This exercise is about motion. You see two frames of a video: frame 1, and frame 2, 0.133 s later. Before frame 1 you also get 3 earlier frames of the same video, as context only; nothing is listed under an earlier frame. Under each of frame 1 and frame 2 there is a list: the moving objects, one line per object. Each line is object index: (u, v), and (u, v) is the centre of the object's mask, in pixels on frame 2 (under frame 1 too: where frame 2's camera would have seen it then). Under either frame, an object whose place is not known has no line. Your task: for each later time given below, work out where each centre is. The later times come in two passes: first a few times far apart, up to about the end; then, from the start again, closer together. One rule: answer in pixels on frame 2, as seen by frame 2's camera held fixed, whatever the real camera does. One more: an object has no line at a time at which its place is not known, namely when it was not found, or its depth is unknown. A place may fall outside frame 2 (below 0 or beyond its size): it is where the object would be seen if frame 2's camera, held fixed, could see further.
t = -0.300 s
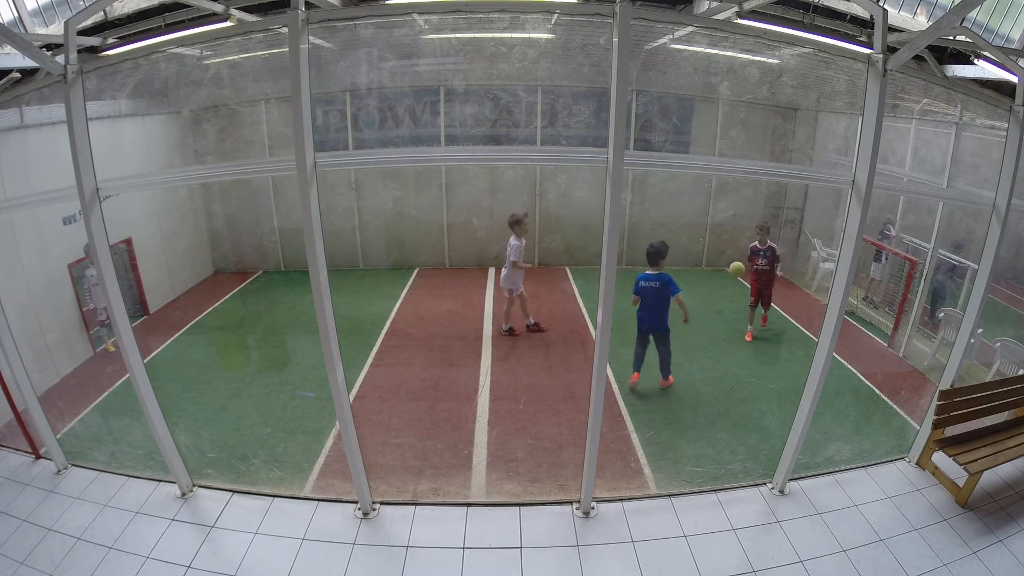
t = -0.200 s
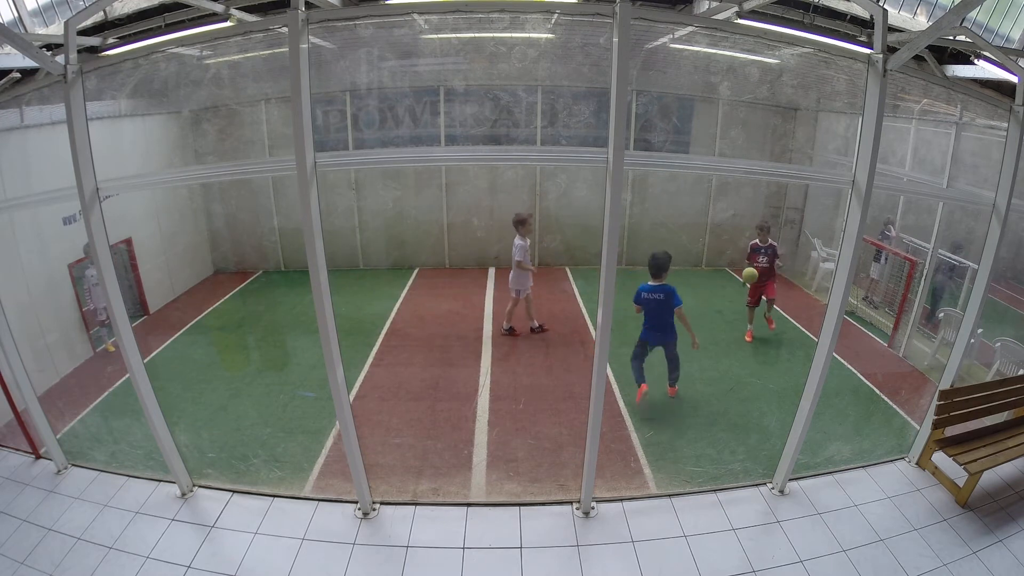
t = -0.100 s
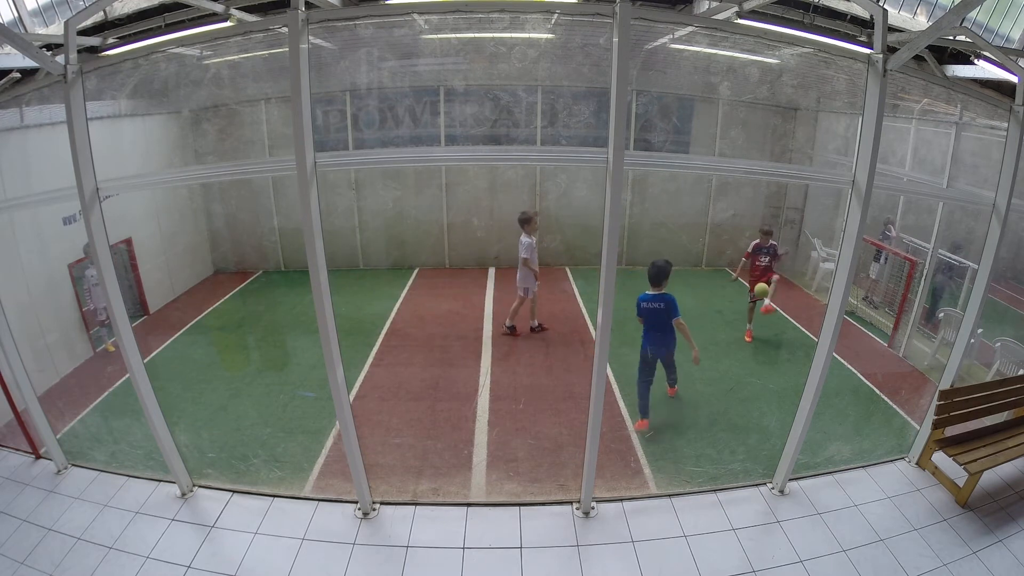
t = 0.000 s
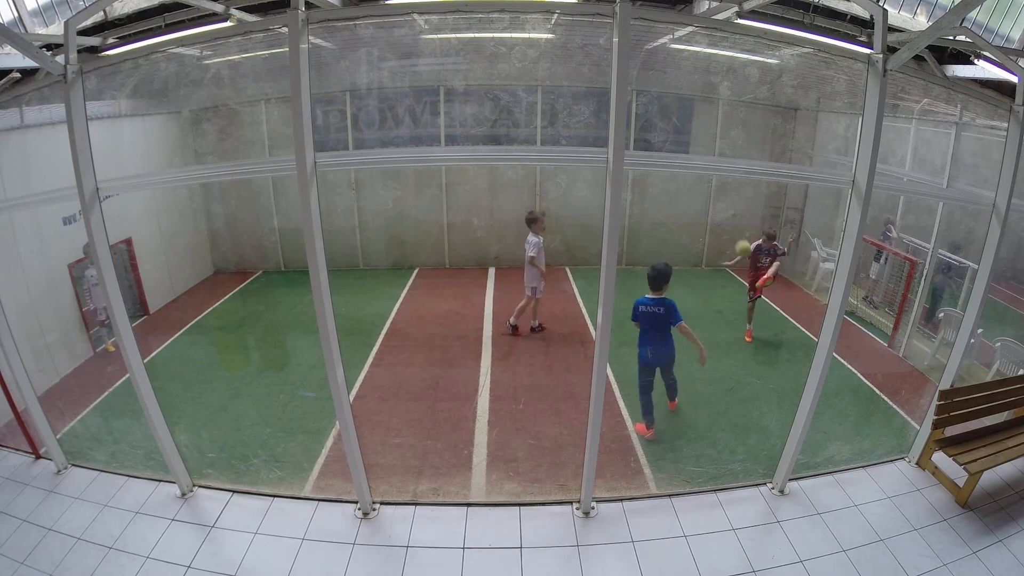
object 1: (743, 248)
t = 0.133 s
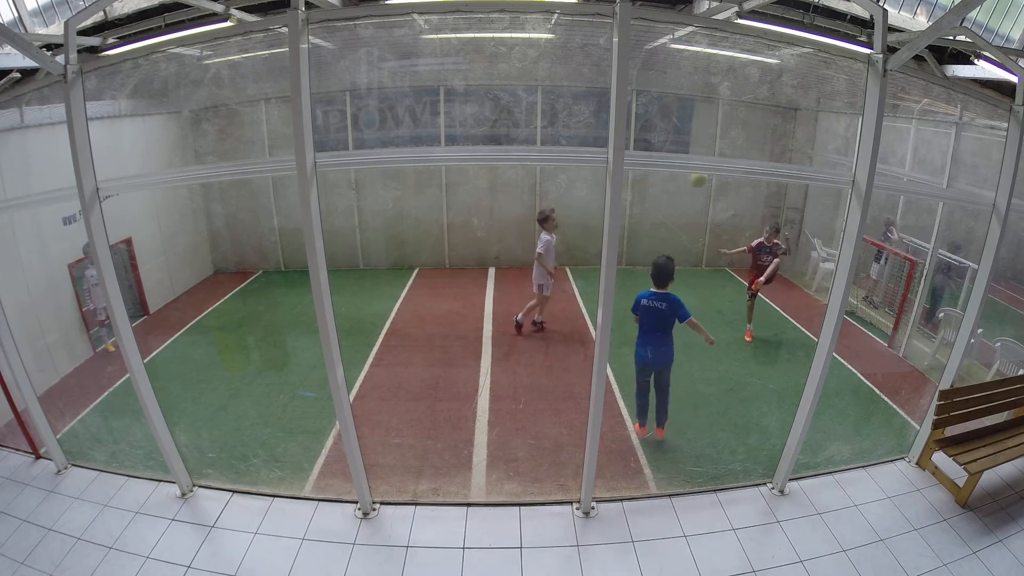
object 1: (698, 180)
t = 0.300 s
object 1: (632, 110)
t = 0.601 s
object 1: (485, 78)
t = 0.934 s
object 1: (345, 198)
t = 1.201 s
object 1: (278, 357)
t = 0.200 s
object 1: (673, 147)
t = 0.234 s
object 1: (658, 134)
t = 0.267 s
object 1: (644, 123)
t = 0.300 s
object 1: (632, 110)
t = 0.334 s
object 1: (606, 98)
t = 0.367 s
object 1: (597, 90)
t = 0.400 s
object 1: (580, 82)
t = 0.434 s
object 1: (564, 76)
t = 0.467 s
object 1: (547, 72)
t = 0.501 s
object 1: (532, 70)
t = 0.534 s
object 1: (516, 71)
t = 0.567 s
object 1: (501, 75)
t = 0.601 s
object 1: (485, 78)
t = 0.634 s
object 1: (470, 85)
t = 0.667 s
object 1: (455, 92)
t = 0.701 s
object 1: (440, 101)
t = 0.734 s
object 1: (425, 110)
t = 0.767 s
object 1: (410, 122)
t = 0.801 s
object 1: (397, 135)
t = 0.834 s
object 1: (383, 145)
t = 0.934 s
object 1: (345, 198)
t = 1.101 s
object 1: (297, 297)
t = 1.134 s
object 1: (290, 317)
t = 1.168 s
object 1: (284, 338)
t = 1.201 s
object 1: (278, 357)
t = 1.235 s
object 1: (268, 341)
